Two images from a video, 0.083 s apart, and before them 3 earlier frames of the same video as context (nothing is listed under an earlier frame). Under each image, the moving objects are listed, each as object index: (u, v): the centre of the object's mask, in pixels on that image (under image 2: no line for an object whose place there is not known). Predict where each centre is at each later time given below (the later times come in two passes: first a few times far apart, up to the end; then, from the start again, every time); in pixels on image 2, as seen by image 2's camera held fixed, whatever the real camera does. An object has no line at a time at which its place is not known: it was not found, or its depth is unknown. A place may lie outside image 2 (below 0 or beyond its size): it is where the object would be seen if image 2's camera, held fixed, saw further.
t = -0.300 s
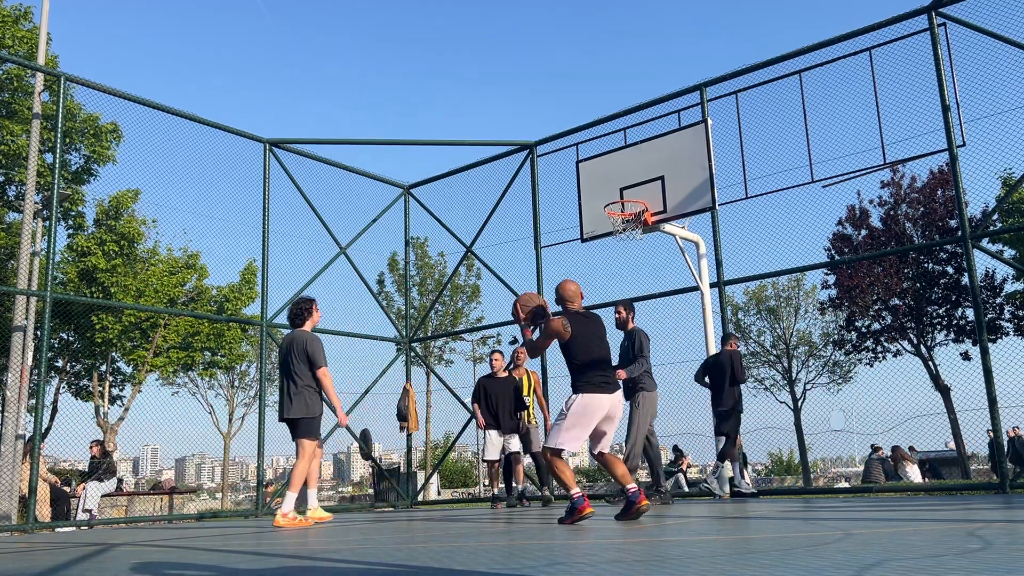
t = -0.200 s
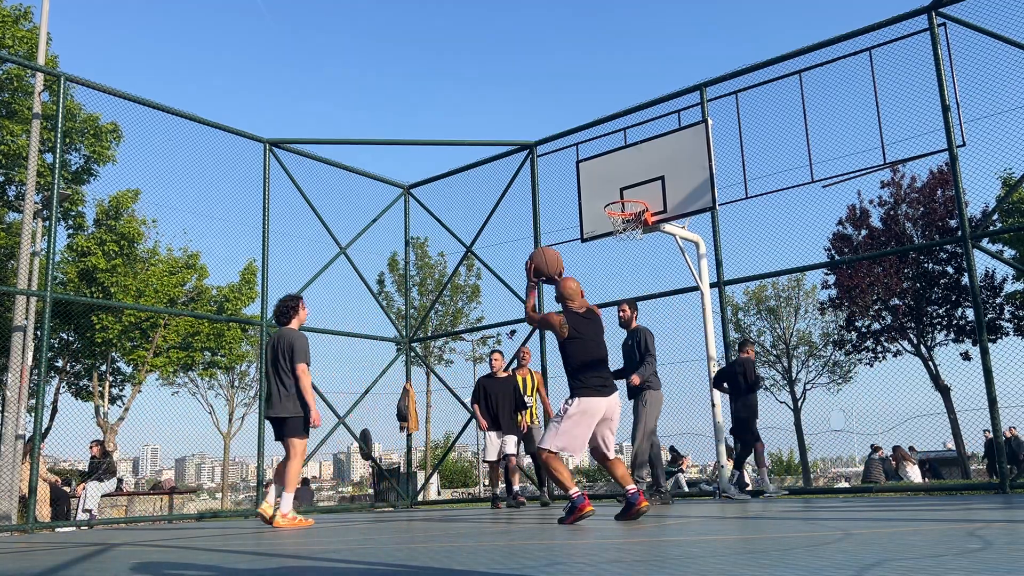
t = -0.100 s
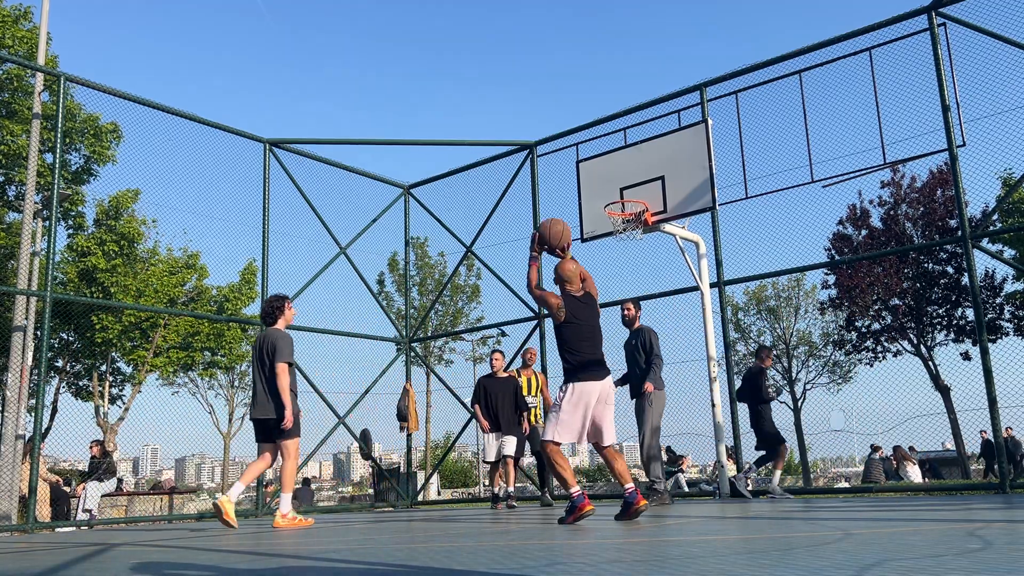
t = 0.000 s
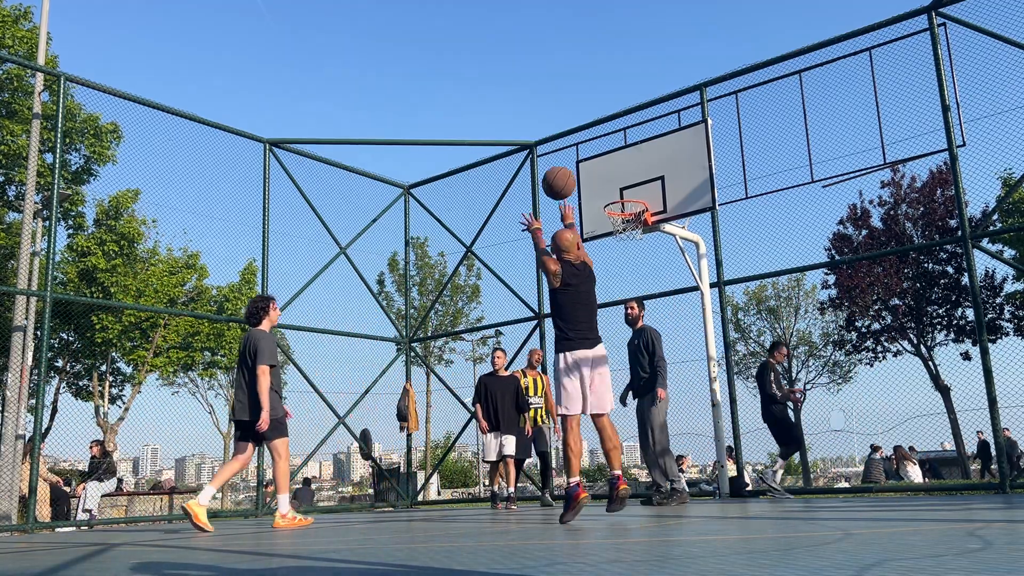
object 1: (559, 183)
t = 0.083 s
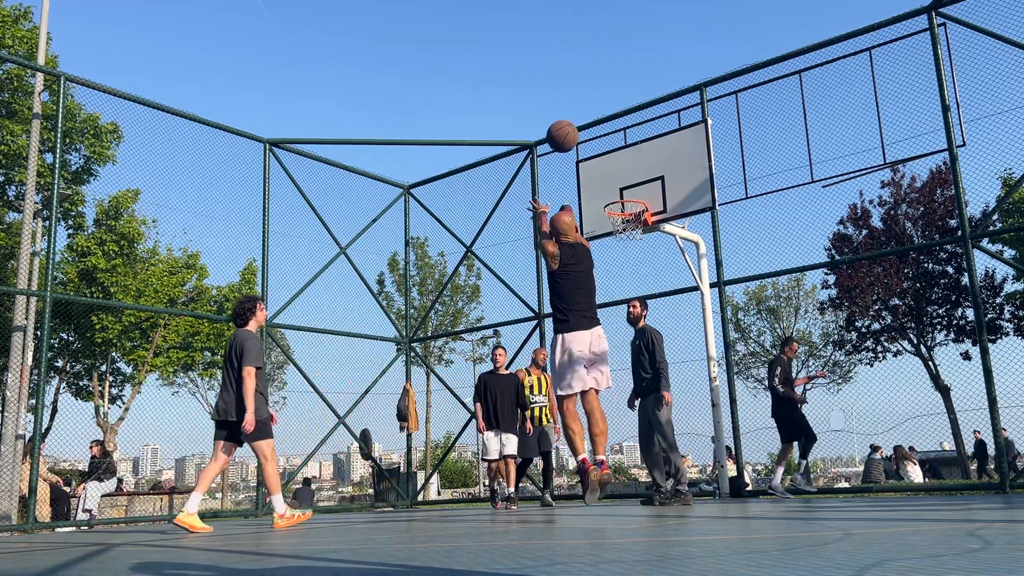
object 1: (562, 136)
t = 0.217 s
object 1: (568, 88)
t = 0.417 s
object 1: (578, 63)
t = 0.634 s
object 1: (589, 81)
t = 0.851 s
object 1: (601, 136)
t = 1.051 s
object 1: (604, 186)
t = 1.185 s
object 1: (589, 171)
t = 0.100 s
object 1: (563, 128)
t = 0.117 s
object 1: (564, 122)
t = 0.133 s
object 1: (564, 115)
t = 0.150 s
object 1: (565, 109)
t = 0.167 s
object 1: (566, 103)
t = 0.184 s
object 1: (567, 98)
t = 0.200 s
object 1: (567, 93)
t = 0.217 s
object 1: (568, 88)
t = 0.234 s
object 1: (569, 85)
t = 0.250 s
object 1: (570, 81)
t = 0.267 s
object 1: (570, 78)
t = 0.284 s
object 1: (571, 75)
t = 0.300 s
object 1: (572, 72)
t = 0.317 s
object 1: (573, 70)
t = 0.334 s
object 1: (574, 68)
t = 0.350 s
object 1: (575, 66)
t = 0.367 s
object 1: (575, 65)
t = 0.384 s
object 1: (576, 64)
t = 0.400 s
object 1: (577, 63)
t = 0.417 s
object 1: (578, 63)
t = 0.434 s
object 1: (579, 63)
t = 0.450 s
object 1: (580, 63)
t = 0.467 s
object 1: (581, 63)
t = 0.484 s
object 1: (581, 64)
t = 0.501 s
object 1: (582, 65)
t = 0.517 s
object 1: (583, 66)
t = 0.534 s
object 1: (584, 67)
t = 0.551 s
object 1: (585, 69)
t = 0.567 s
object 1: (586, 71)
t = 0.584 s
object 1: (586, 73)
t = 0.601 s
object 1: (587, 75)
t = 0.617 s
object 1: (588, 78)
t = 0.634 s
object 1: (589, 81)
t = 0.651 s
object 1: (590, 84)
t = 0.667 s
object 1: (591, 87)
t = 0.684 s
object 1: (592, 90)
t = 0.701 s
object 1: (593, 94)
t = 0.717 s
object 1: (593, 98)
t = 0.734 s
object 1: (594, 102)
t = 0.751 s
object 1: (595, 106)
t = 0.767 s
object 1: (596, 111)
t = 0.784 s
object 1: (597, 115)
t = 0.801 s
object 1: (598, 120)
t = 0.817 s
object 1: (599, 125)
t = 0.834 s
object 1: (600, 130)
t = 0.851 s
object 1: (601, 136)
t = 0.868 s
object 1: (602, 142)
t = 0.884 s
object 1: (603, 148)
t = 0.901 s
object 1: (604, 154)
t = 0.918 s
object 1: (605, 160)
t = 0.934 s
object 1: (606, 166)
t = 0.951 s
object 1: (607, 173)
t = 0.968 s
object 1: (608, 179)
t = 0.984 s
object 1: (608, 186)
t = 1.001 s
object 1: (610, 193)
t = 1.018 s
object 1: (608, 192)
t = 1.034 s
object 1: (607, 189)
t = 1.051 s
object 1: (604, 186)
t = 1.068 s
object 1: (603, 183)
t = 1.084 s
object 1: (601, 181)
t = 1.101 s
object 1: (599, 179)
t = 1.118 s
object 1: (597, 177)
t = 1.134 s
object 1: (595, 175)
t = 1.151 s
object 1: (593, 174)
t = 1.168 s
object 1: (591, 172)
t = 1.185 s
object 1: (589, 171)
